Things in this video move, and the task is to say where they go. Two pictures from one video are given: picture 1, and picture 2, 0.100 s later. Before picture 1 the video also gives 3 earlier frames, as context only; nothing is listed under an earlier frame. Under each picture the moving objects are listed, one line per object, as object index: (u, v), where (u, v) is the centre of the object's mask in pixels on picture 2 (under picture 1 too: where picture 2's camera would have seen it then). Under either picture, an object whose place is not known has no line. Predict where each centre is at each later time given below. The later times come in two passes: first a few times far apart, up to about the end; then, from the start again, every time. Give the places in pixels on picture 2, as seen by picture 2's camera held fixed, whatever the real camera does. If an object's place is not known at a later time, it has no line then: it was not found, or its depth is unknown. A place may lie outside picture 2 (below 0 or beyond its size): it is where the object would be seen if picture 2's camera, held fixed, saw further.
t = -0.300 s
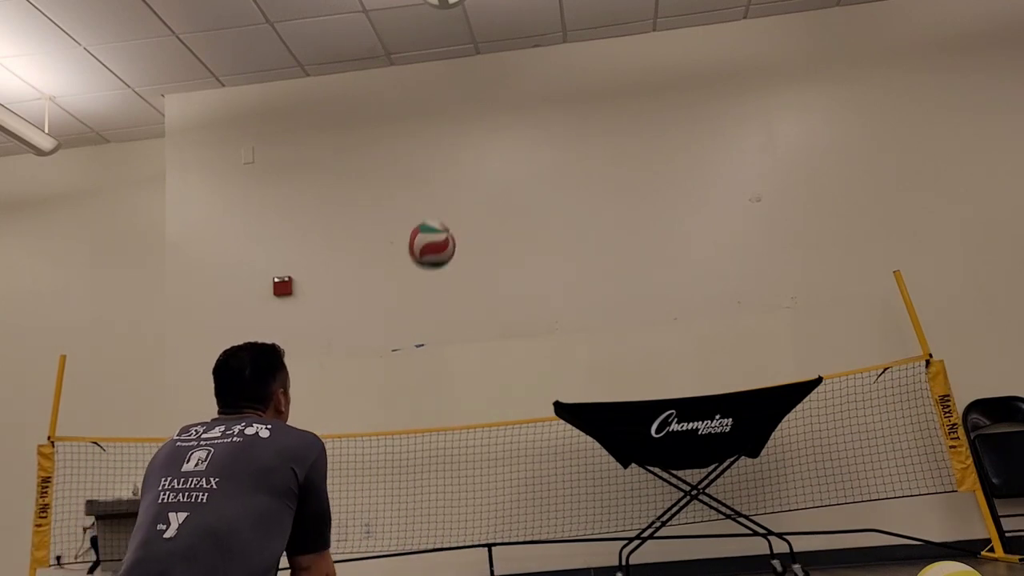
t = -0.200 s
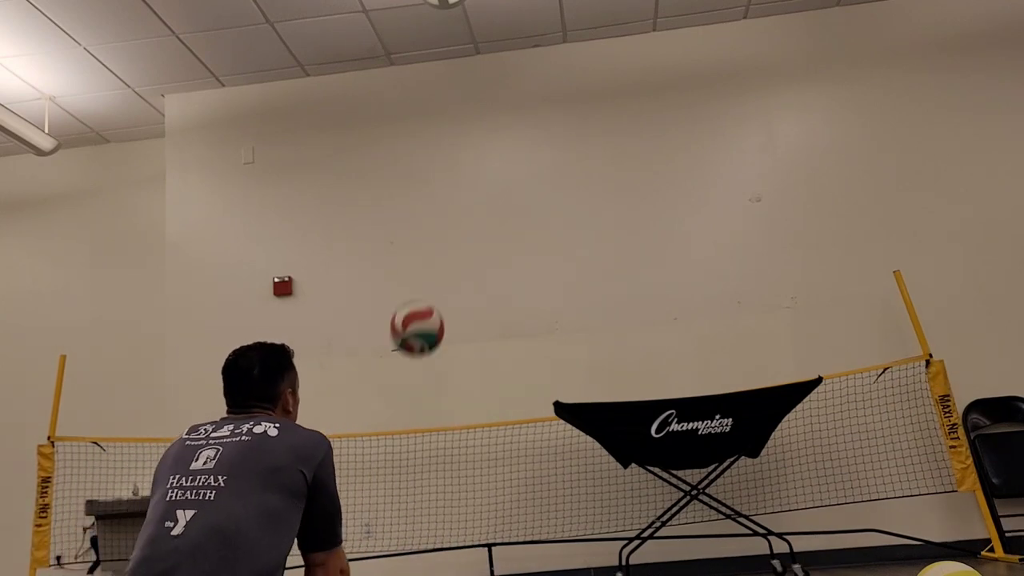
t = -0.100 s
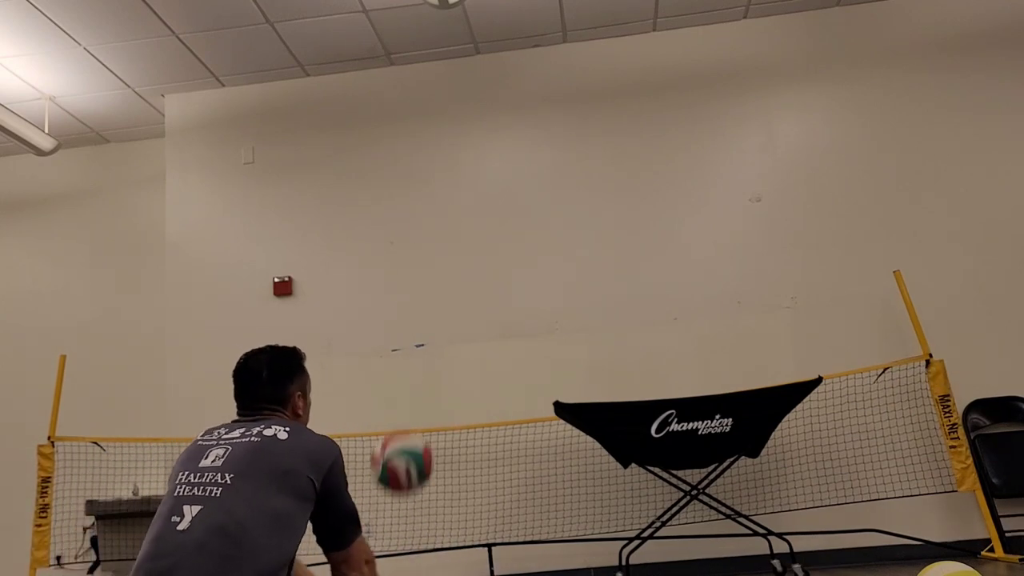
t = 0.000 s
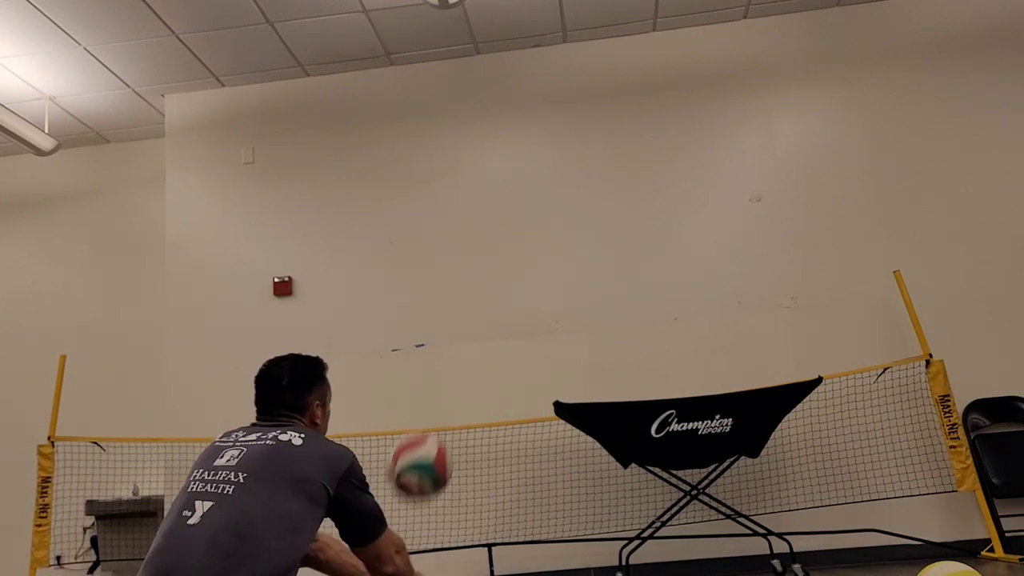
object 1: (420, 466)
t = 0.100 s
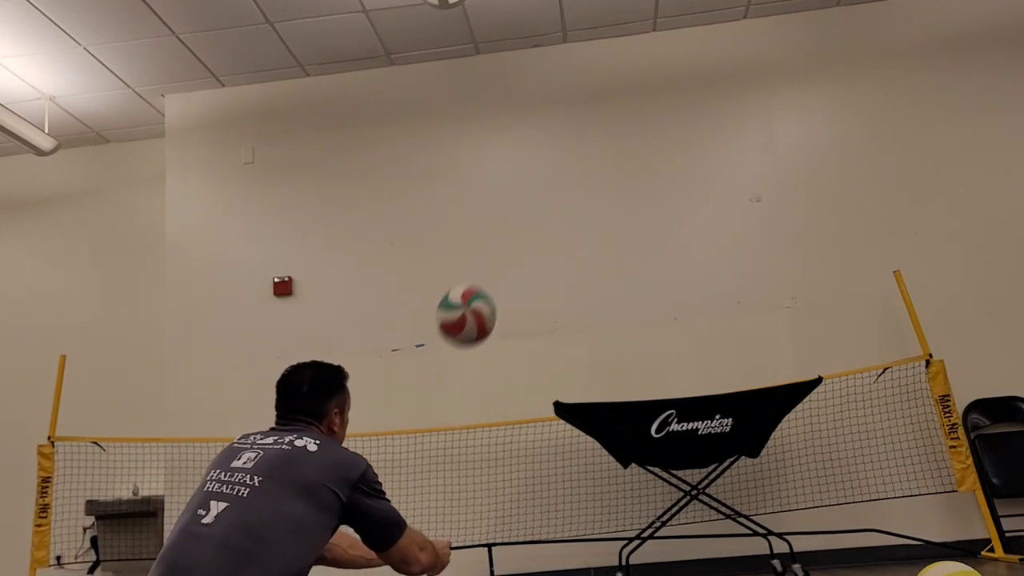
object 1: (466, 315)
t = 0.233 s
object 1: (518, 191)
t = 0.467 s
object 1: (597, 108)
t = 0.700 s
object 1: (672, 144)
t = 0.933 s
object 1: (750, 271)
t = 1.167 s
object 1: (836, 484)
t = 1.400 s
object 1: (862, 431)
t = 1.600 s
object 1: (872, 354)
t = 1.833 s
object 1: (900, 355)
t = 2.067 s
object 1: (946, 454)
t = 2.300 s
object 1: (978, 485)
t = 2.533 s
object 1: (991, 425)
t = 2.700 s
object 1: (1008, 441)
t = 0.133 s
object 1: (479, 277)
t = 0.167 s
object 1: (492, 245)
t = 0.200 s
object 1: (506, 215)
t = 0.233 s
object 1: (518, 191)
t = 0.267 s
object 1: (530, 170)
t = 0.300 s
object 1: (541, 153)
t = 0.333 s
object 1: (553, 138)
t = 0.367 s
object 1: (564, 126)
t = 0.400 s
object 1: (575, 118)
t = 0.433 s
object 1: (586, 112)
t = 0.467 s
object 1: (597, 108)
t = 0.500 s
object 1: (607, 107)
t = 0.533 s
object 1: (618, 108)
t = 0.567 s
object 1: (629, 111)
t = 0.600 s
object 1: (640, 116)
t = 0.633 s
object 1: (651, 123)
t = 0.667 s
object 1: (661, 132)
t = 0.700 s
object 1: (672, 144)
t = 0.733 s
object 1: (683, 157)
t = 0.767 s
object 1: (694, 172)
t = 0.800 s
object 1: (705, 188)
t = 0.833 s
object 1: (716, 207)
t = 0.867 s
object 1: (727, 227)
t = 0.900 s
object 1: (739, 249)
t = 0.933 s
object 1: (750, 271)
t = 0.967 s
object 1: (761, 297)
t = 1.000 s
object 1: (773, 323)
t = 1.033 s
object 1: (785, 352)
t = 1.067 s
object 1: (798, 383)
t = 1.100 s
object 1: (810, 414)
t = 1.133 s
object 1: (822, 449)
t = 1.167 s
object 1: (836, 484)
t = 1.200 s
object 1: (849, 523)
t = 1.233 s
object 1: (863, 559)
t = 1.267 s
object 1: (862, 532)
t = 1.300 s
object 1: (862, 502)
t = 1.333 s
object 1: (862, 477)
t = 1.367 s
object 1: (862, 453)
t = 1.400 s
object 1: (862, 431)
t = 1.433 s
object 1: (863, 413)
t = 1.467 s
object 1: (864, 396)
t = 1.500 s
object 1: (865, 382)
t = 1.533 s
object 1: (868, 371)
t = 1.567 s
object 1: (870, 361)
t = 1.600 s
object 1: (872, 354)
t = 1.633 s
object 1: (875, 348)
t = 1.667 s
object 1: (879, 344)
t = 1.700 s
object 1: (882, 343)
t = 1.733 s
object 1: (886, 343)
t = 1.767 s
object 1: (891, 345)
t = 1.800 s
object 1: (895, 349)
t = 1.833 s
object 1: (900, 355)
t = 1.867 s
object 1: (905, 363)
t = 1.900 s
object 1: (912, 374)
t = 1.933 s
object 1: (917, 386)
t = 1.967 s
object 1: (924, 399)
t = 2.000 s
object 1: (931, 415)
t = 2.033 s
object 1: (939, 434)
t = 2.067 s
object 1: (946, 454)
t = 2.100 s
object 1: (954, 476)
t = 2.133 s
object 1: (963, 501)
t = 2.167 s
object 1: (972, 529)
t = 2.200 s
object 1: (978, 544)
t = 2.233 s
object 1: (978, 522)
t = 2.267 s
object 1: (978, 502)
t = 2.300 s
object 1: (978, 485)
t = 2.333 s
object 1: (979, 470)
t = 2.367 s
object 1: (980, 457)
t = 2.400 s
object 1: (981, 447)
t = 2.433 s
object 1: (983, 438)
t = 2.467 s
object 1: (985, 432)
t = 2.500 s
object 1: (988, 427)
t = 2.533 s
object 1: (991, 425)
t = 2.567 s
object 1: (994, 425)
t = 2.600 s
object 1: (998, 426)
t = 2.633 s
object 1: (1002, 429)
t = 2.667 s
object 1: (1006, 434)
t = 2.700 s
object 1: (1008, 441)
